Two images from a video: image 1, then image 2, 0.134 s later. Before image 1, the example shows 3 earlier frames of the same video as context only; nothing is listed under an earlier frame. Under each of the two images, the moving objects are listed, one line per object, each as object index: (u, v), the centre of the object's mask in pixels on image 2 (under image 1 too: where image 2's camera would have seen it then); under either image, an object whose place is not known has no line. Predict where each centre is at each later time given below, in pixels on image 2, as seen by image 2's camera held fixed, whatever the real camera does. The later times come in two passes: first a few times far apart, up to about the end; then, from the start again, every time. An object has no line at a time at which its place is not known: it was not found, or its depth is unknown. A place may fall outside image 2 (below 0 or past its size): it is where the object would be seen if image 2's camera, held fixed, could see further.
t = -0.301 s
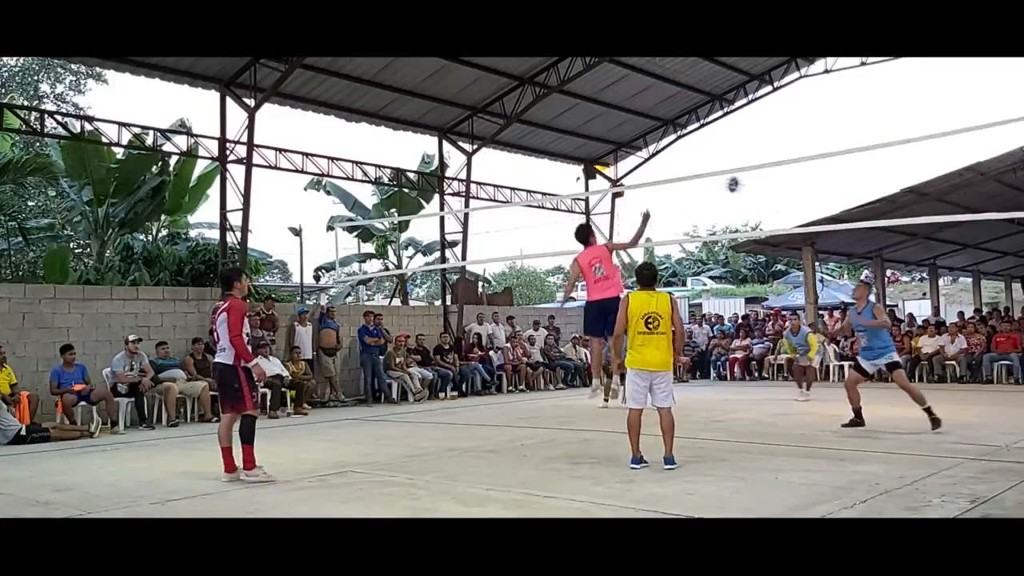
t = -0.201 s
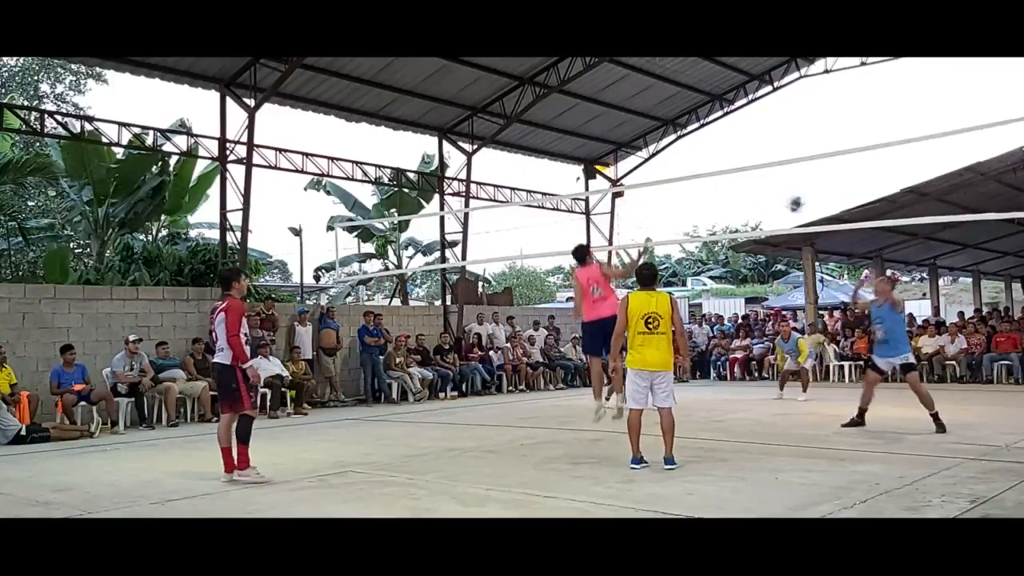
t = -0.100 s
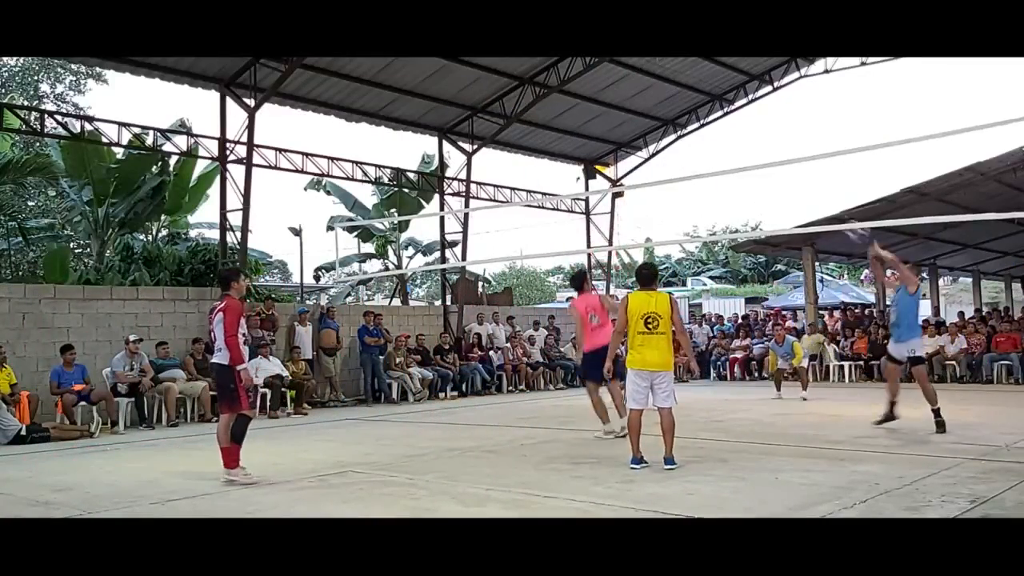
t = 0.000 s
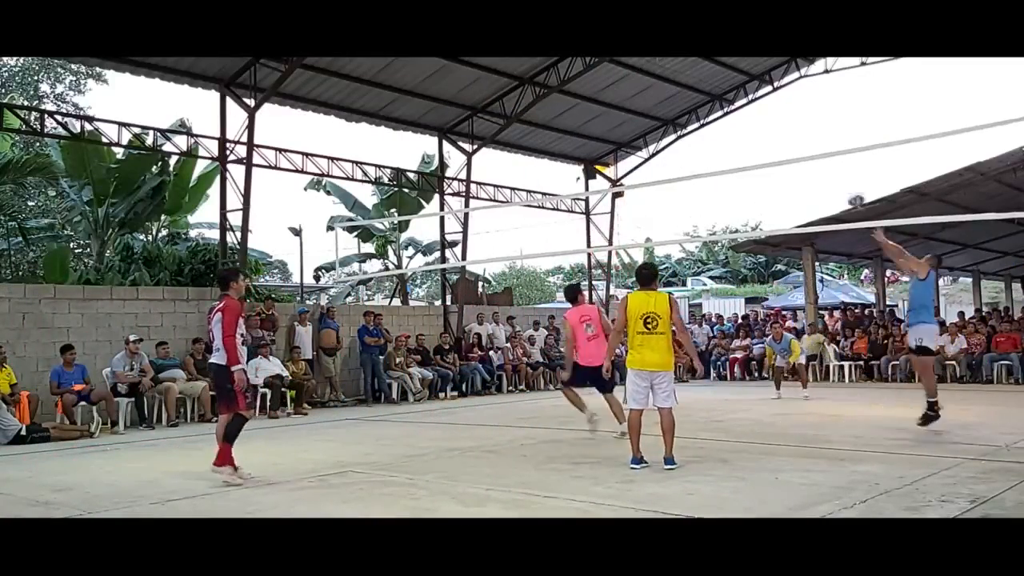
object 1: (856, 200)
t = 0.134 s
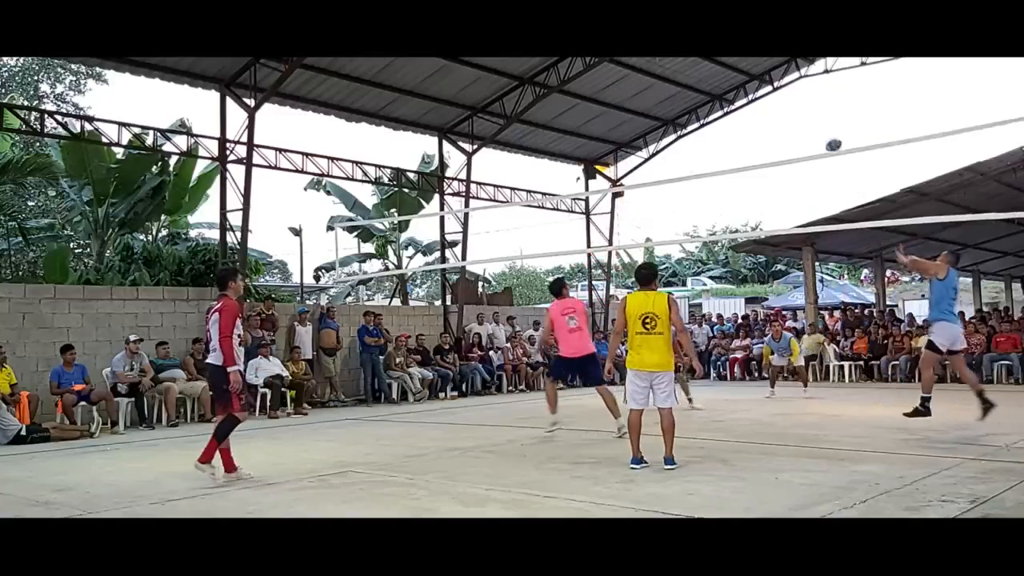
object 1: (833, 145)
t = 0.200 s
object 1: (822, 124)
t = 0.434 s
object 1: (789, 79)
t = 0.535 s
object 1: (776, 73)
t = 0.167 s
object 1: (828, 134)
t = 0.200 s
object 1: (822, 124)
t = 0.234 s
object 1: (818, 115)
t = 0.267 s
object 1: (812, 107)
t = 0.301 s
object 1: (808, 99)
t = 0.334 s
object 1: (803, 93)
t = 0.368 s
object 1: (798, 87)
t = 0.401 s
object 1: (794, 83)
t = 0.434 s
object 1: (789, 79)
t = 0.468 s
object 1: (786, 77)
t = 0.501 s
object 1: (781, 74)
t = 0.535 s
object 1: (776, 73)
